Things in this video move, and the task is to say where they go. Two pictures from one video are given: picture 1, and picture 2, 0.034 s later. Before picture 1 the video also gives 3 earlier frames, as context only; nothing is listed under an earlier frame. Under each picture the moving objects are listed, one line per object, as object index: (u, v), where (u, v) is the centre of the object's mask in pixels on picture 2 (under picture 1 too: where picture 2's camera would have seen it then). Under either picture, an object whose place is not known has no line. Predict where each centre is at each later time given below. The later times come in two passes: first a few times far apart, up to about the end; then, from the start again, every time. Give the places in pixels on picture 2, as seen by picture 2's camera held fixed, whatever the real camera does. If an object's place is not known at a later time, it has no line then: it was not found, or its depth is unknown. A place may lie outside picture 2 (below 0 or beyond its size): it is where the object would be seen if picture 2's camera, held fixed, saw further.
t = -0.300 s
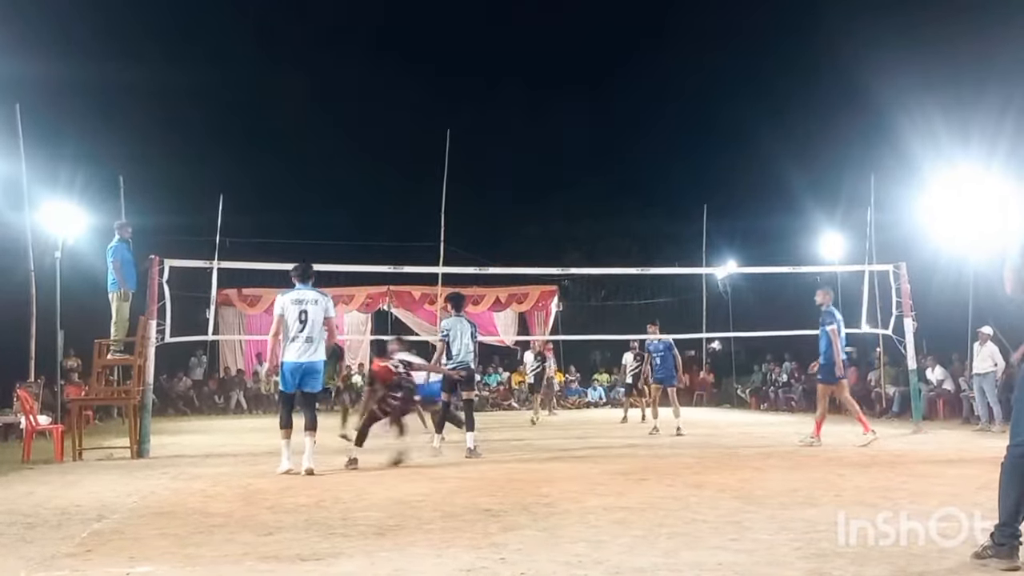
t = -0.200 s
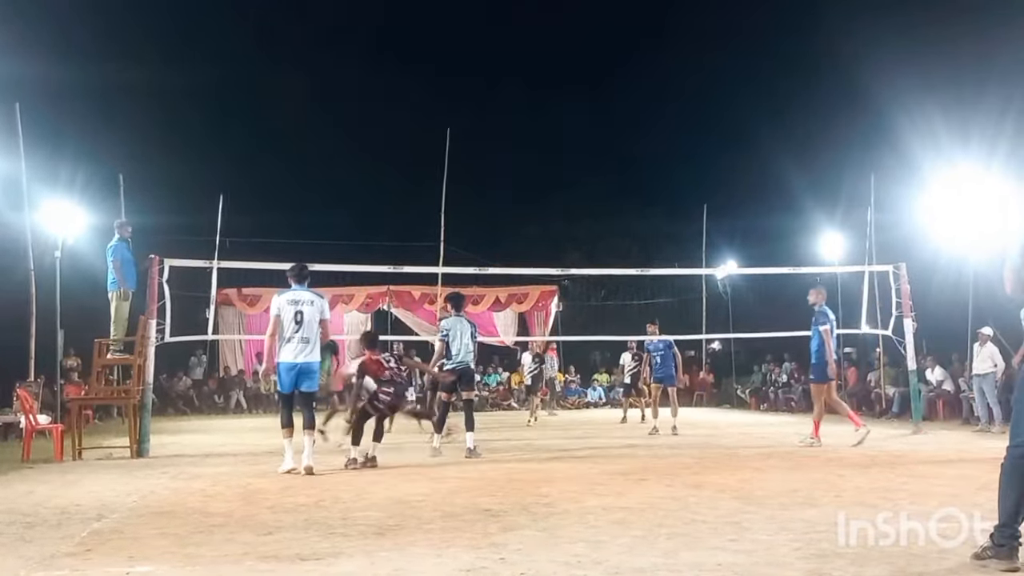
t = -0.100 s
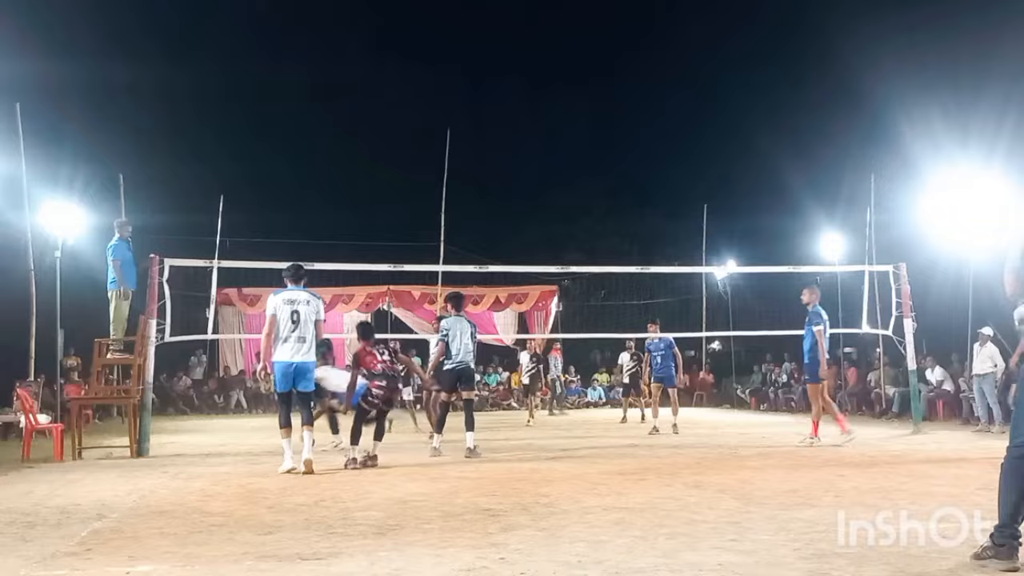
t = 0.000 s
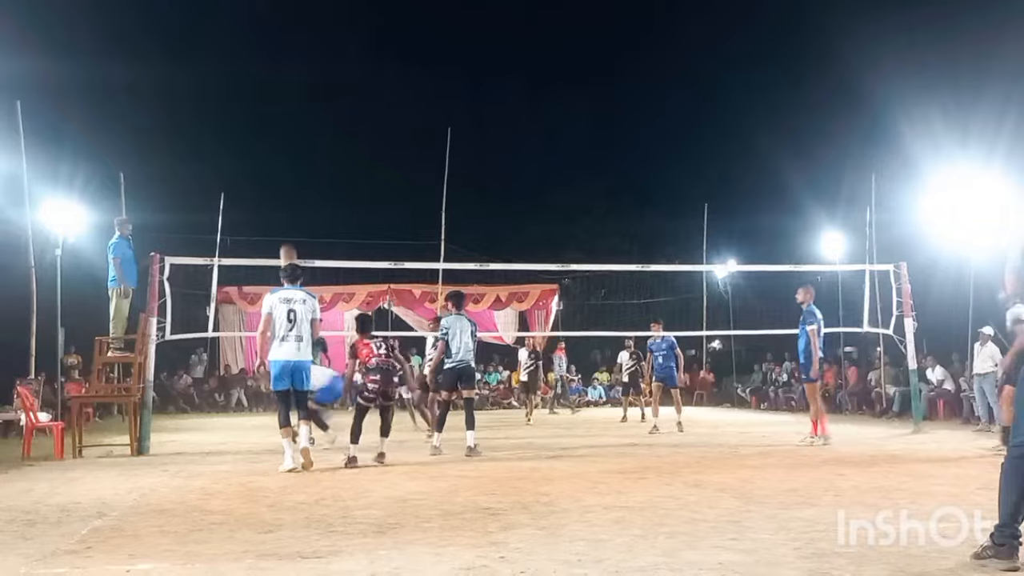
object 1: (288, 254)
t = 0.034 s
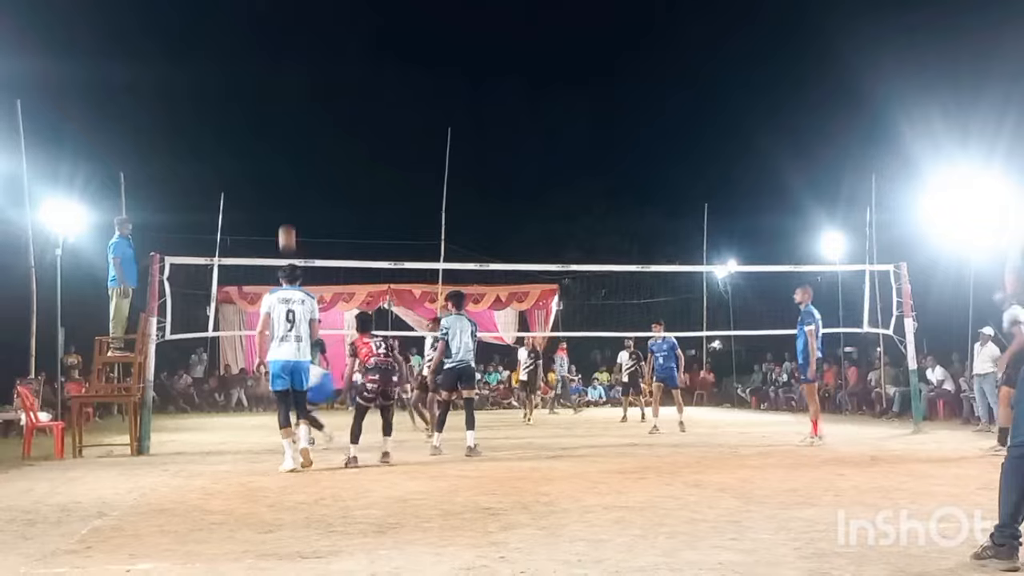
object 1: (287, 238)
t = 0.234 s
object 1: (281, 140)
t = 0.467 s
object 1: (274, 63)
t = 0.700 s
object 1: (269, 26)
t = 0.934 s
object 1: (264, 30)
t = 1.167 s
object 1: (259, 74)
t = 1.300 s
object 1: (255, 117)
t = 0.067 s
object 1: (286, 219)
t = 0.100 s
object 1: (285, 201)
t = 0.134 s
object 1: (284, 185)
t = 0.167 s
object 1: (283, 169)
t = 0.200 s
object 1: (282, 154)
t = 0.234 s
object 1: (281, 140)
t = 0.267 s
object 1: (280, 126)
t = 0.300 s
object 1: (279, 113)
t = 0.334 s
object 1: (278, 101)
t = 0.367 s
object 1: (277, 91)
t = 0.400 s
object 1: (277, 81)
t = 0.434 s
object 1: (276, 71)
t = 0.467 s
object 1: (274, 63)
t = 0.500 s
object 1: (273, 55)
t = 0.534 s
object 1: (273, 48)
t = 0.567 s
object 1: (272, 42)
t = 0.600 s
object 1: (272, 37)
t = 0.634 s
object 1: (271, 32)
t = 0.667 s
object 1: (270, 29)
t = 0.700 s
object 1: (269, 26)
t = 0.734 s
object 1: (268, 24)
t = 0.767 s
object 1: (267, 23)
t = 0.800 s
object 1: (267, 22)
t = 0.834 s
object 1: (266, 23)
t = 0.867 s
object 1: (266, 25)
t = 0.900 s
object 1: (265, 27)
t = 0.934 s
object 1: (264, 30)
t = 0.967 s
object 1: (263, 33)
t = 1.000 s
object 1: (262, 38)
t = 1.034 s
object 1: (261, 43)
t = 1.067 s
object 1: (261, 50)
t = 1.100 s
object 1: (260, 57)
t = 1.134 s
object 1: (260, 65)
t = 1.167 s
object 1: (259, 74)
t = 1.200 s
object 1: (257, 84)
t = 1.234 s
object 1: (256, 94)
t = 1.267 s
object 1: (256, 105)
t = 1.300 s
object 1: (255, 117)
